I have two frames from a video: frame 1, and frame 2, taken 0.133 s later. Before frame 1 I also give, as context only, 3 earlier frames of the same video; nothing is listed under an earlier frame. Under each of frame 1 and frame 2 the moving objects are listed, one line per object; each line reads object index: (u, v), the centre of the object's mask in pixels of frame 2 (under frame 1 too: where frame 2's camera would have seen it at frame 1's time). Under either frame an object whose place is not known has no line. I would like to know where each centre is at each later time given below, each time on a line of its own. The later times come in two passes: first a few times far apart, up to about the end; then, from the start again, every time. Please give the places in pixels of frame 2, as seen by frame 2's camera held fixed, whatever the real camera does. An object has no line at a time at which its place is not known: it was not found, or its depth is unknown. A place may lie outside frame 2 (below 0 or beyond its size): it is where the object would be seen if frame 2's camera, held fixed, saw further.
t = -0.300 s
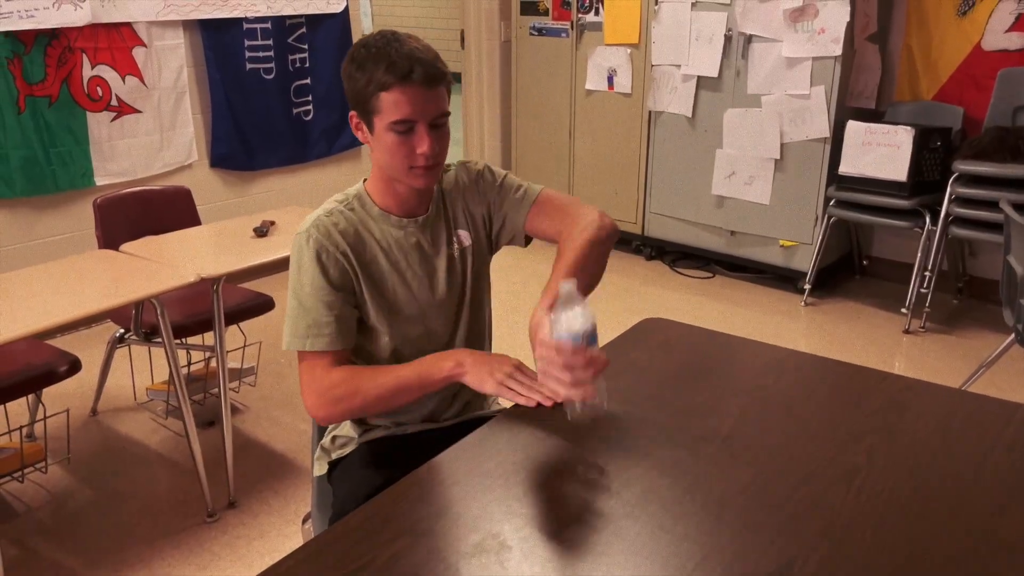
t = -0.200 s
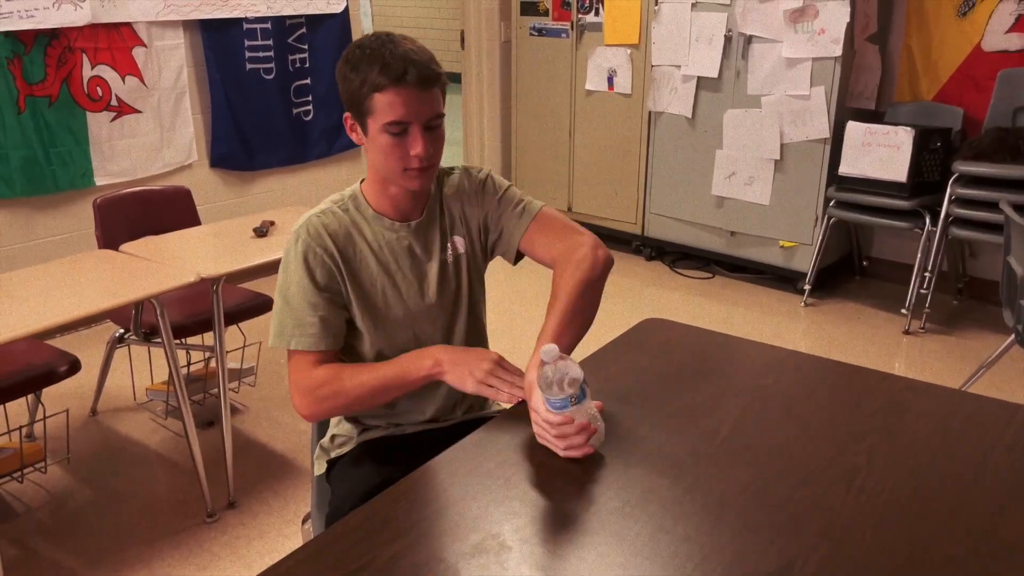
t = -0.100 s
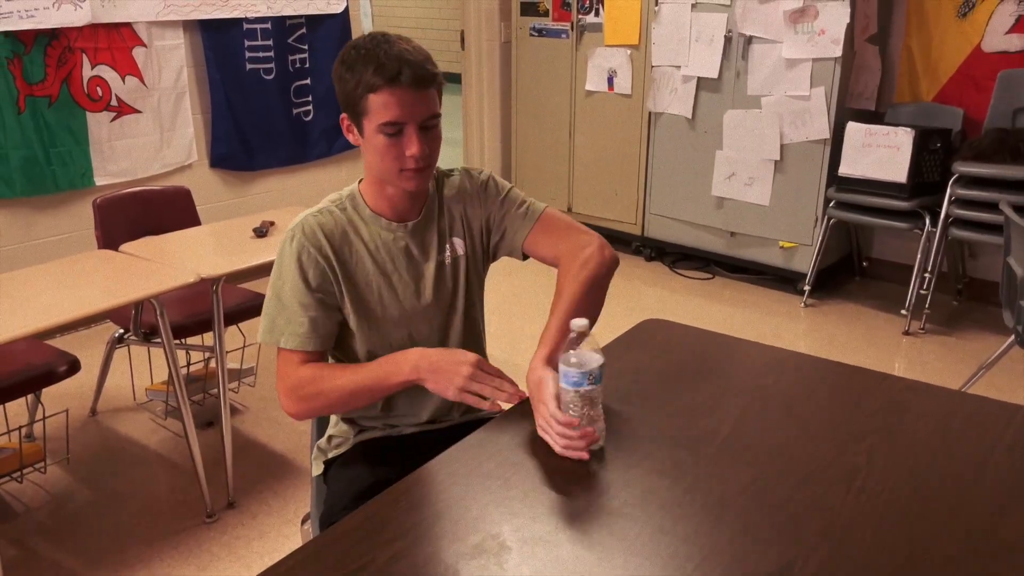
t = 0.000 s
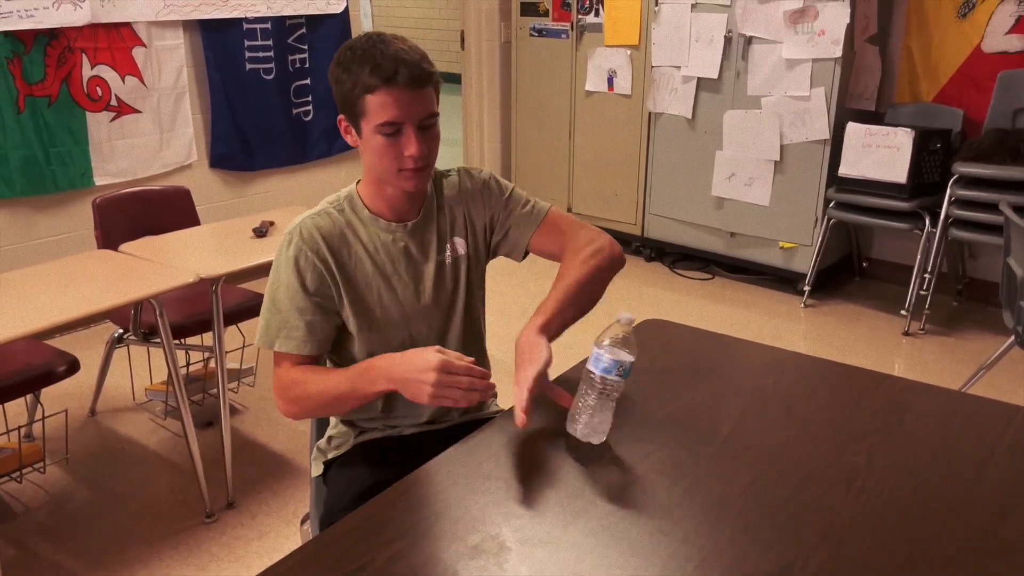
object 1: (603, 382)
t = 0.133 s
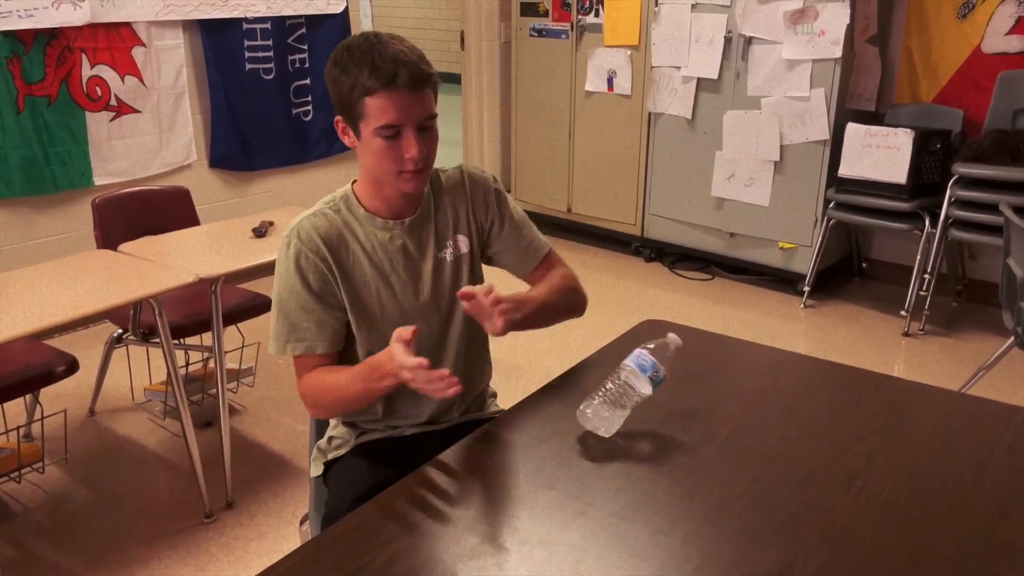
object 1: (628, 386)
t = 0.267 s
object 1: (634, 397)
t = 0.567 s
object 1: (635, 398)
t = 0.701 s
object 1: (637, 398)
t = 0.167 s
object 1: (632, 392)
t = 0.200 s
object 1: (635, 400)
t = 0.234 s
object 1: (635, 397)
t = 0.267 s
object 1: (634, 397)
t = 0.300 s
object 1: (634, 400)
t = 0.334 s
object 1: (633, 399)
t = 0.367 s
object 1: (633, 398)
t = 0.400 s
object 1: (633, 398)
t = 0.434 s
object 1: (633, 398)
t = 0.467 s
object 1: (634, 398)
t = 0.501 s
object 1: (635, 398)
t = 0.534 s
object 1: (635, 398)
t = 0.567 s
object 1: (635, 398)
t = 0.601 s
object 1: (636, 399)
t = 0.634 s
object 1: (636, 398)
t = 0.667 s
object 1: (637, 398)
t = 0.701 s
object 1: (637, 398)
